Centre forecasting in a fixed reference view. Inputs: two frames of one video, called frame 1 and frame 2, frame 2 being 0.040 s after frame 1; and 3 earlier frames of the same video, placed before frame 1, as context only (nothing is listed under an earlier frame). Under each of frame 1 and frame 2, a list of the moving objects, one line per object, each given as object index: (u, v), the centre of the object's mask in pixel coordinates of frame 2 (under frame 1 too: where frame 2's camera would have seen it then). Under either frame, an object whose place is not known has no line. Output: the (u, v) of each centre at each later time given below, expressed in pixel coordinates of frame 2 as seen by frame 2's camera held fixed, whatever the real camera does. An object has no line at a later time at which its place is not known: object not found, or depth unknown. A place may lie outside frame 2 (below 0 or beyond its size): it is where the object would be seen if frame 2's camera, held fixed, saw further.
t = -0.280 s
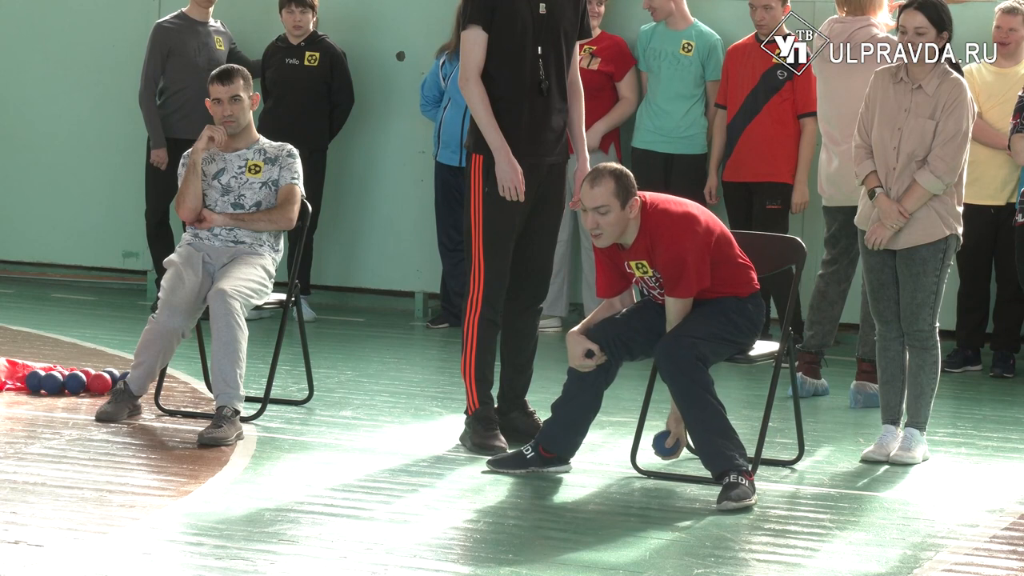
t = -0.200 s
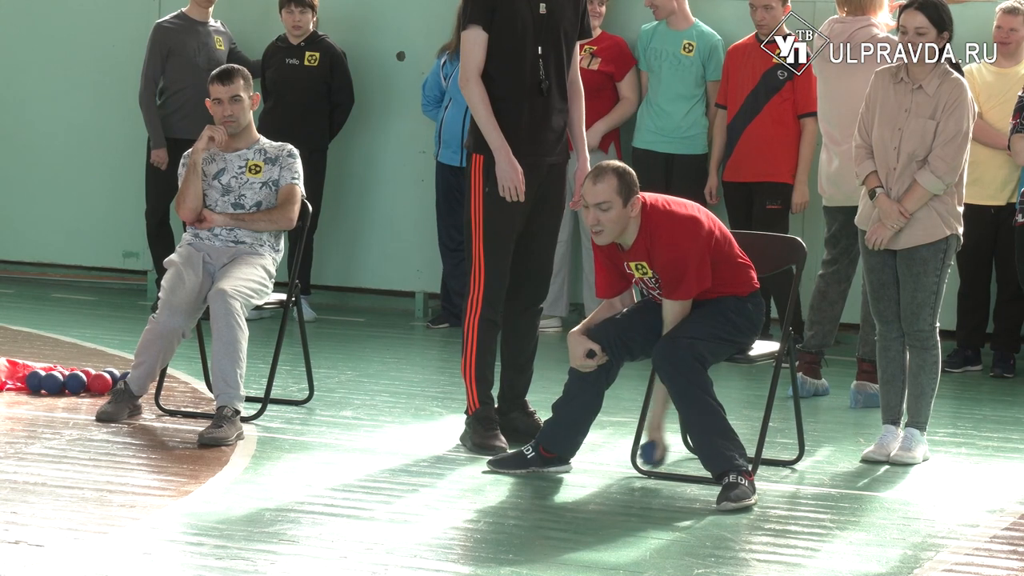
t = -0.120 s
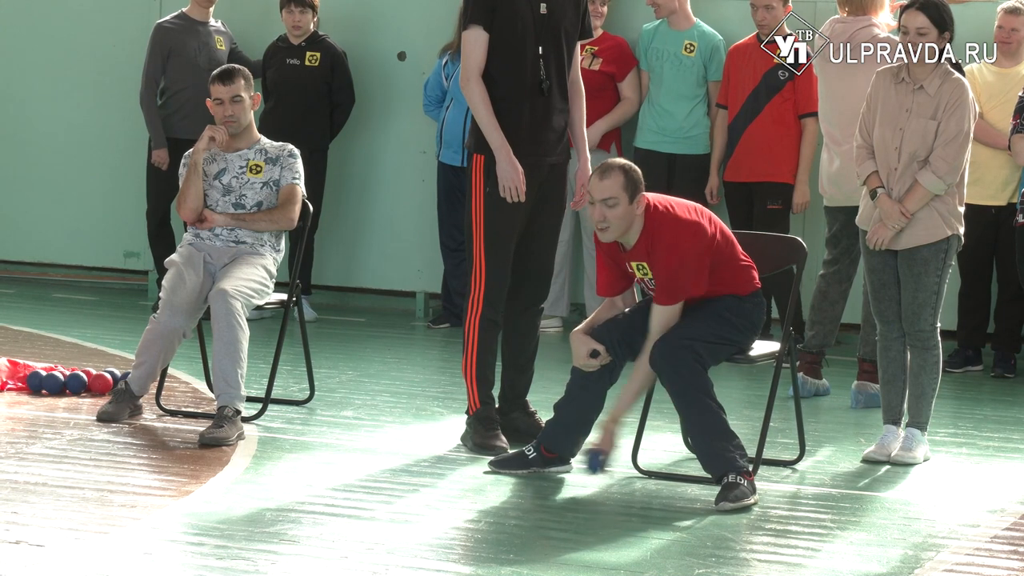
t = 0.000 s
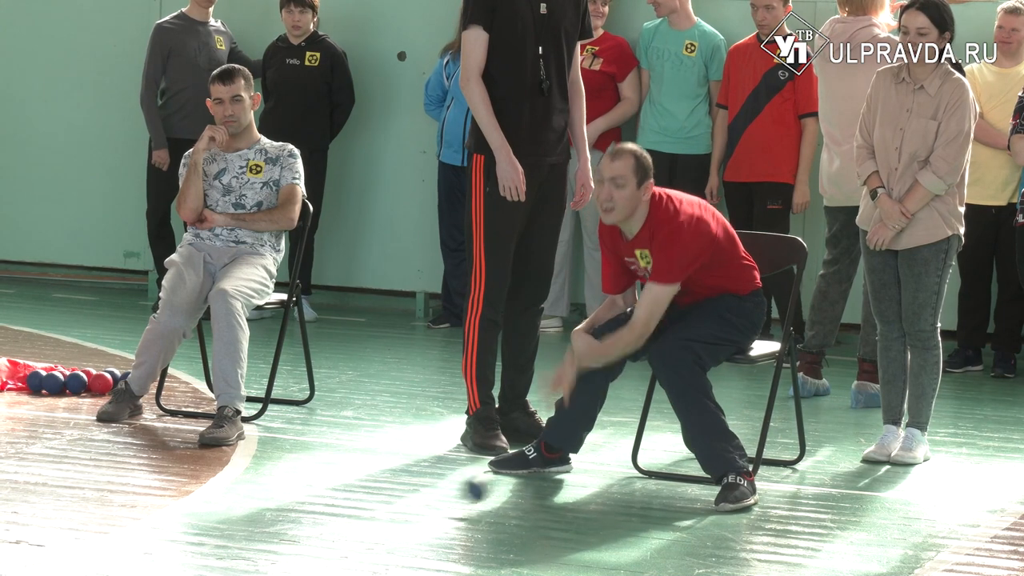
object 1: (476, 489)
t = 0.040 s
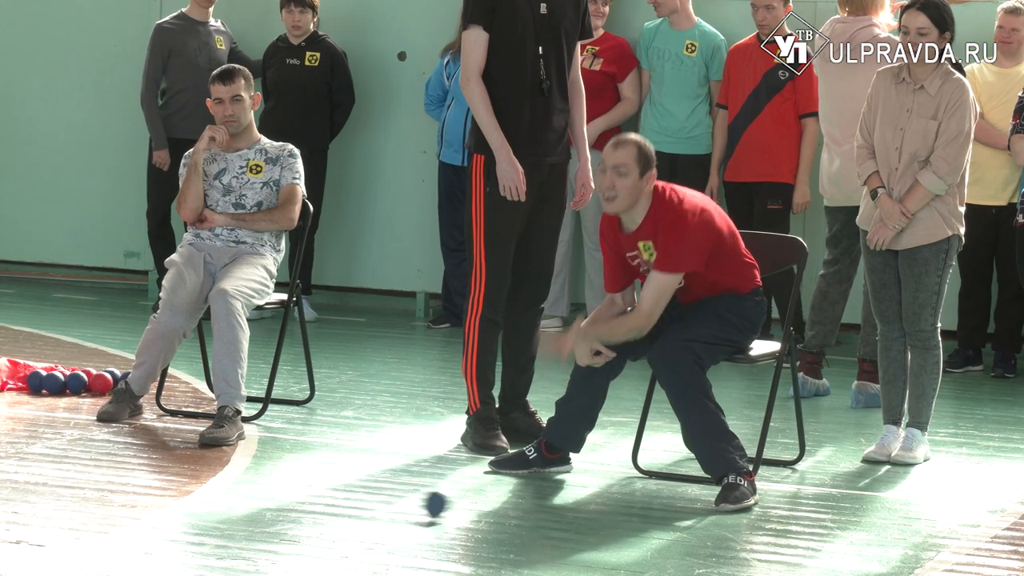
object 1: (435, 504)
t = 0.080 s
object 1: (405, 502)
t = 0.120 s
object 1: (373, 505)
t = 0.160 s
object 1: (341, 514)
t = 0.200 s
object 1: (307, 526)
